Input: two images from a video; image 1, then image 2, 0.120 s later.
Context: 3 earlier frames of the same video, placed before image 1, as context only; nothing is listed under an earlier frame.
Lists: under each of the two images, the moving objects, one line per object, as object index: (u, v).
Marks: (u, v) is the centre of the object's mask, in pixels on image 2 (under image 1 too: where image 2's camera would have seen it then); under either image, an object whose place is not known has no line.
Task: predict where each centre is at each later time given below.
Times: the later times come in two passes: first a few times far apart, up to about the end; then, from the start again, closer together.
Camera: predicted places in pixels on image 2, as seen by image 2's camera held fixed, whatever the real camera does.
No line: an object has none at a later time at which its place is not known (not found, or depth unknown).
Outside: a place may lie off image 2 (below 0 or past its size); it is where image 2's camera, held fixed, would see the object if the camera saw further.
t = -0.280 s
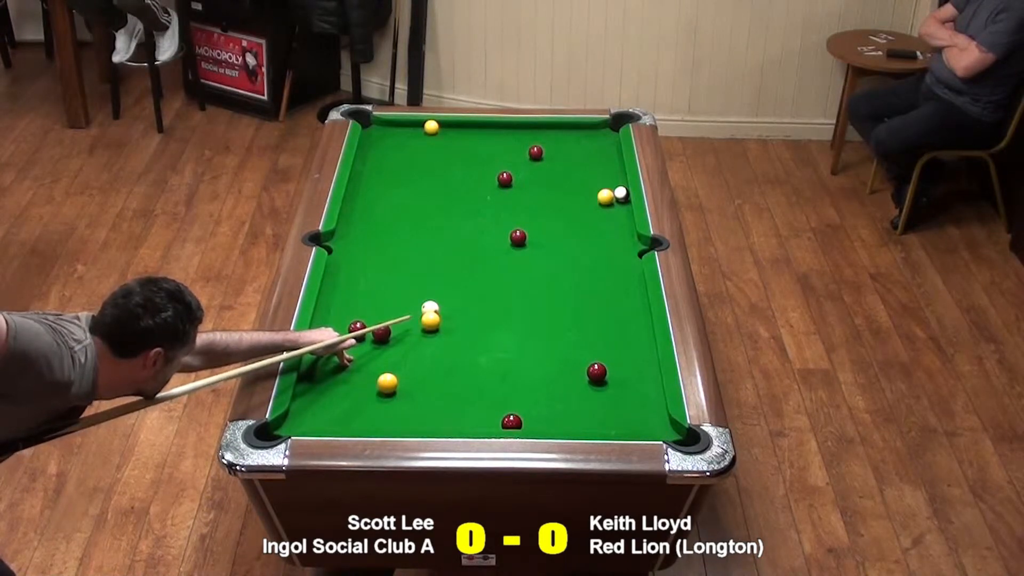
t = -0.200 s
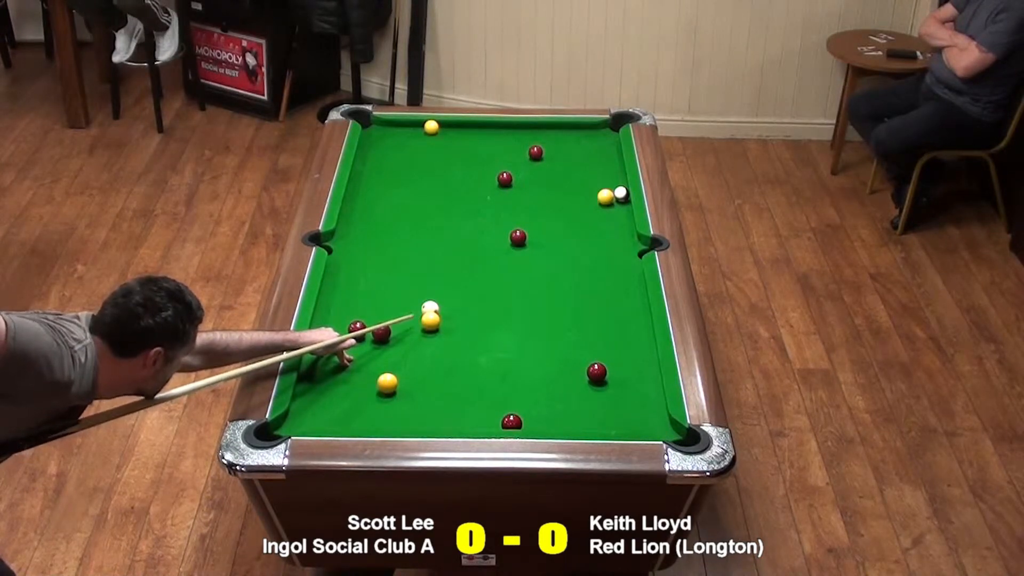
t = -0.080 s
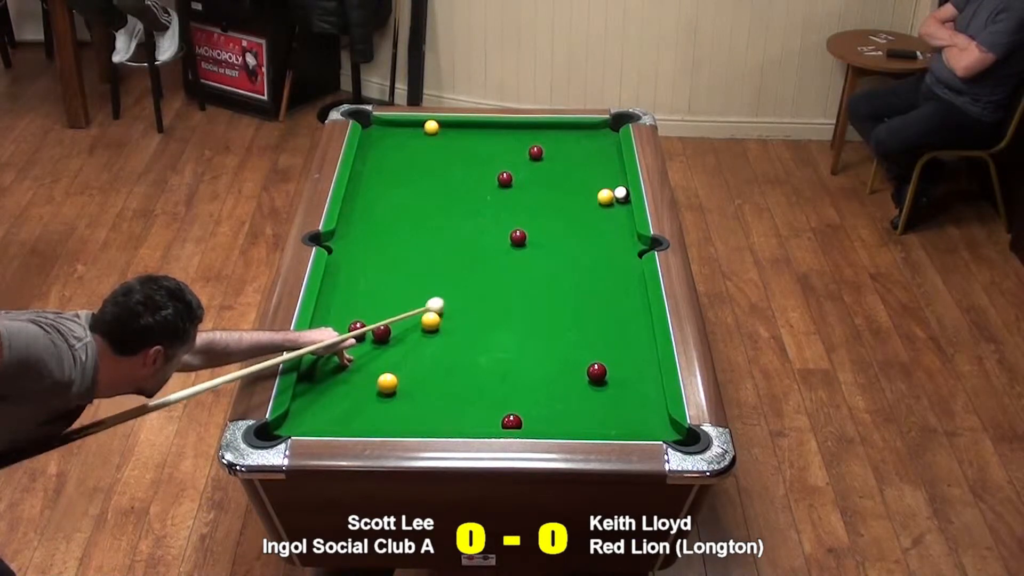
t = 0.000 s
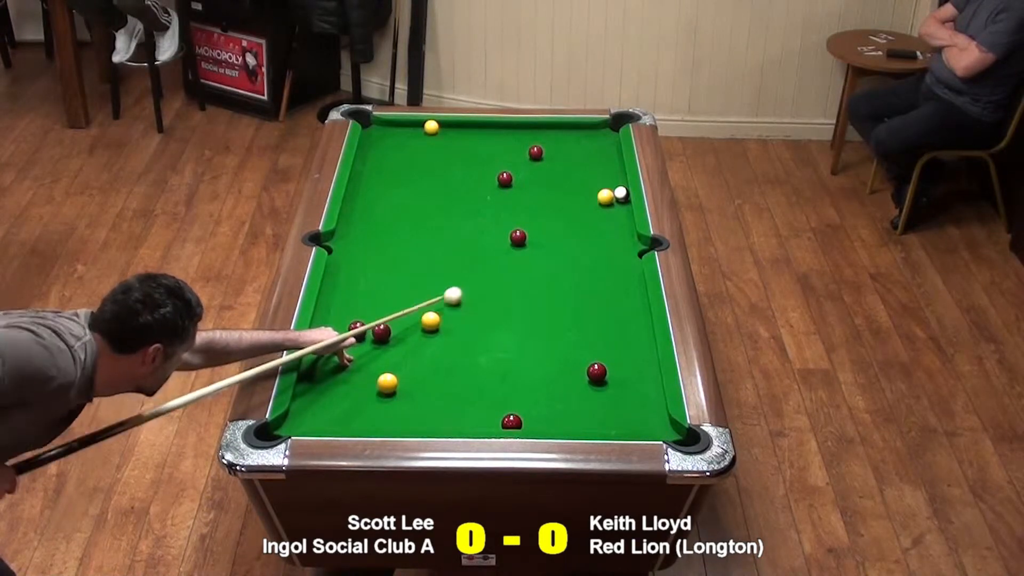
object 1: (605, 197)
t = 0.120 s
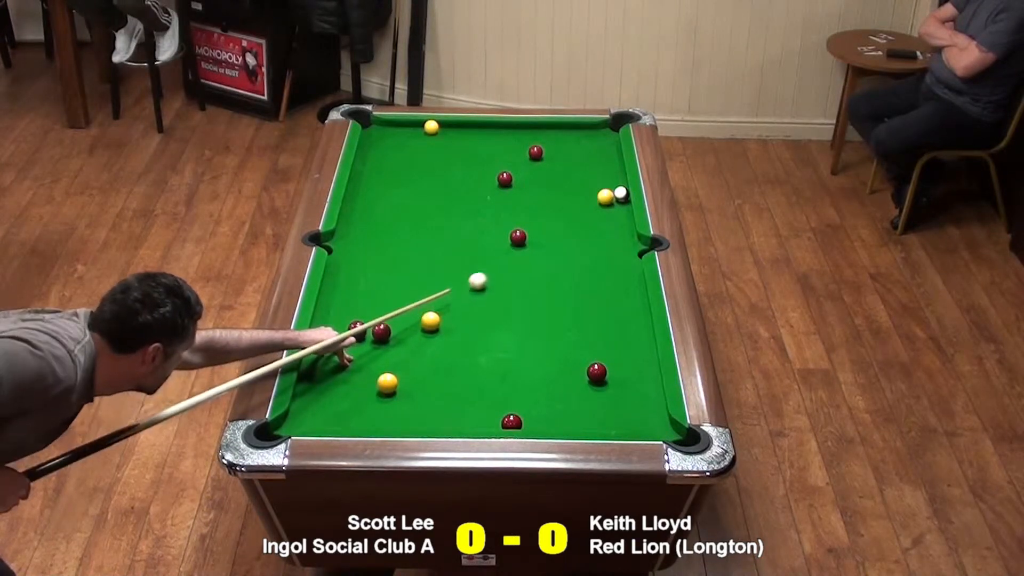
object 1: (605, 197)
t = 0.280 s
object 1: (605, 197)
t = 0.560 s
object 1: (605, 197)
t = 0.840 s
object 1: (606, 195)
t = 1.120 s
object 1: (604, 183)
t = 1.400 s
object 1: (602, 171)
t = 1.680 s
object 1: (601, 160)
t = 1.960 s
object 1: (600, 150)
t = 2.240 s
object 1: (598, 141)
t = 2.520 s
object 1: (597, 134)
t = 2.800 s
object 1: (596, 127)
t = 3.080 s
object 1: (599, 130)
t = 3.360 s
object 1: (601, 133)
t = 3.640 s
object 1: (603, 136)
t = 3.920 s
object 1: (605, 137)
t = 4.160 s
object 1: (607, 136)
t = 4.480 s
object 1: (606, 139)
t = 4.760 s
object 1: (606, 139)
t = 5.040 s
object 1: (606, 139)
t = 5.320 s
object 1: (606, 139)
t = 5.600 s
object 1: (606, 139)
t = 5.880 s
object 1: (606, 139)
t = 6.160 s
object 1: (606, 139)
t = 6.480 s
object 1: (606, 139)
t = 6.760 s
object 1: (606, 139)
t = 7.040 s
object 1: (606, 139)
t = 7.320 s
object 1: (606, 139)
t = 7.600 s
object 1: (606, 139)
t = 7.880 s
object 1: (606, 139)
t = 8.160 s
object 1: (606, 139)
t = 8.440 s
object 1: (606, 139)
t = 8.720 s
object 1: (606, 139)
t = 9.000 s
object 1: (606, 139)
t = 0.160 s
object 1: (605, 197)
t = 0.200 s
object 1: (605, 197)
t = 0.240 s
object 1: (605, 197)
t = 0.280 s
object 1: (605, 197)
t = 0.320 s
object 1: (605, 197)
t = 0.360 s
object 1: (605, 197)
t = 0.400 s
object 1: (605, 197)
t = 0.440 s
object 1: (605, 197)
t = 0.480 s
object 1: (605, 197)
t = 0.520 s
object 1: (605, 197)
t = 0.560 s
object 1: (605, 197)
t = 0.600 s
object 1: (605, 197)
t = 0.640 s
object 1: (605, 197)
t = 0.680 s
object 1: (605, 197)
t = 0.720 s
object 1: (605, 197)
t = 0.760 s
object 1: (605, 197)
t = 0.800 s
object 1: (605, 196)
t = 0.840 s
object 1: (606, 195)
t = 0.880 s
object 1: (605, 193)
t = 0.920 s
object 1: (605, 192)
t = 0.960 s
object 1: (605, 191)
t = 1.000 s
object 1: (605, 189)
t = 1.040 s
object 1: (605, 187)
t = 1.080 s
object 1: (604, 185)
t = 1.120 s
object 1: (604, 183)
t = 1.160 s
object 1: (604, 181)
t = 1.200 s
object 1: (603, 179)
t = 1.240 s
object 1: (603, 178)
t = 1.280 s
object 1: (603, 176)
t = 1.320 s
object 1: (603, 174)
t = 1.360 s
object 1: (602, 172)
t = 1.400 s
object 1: (602, 171)
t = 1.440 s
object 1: (602, 169)
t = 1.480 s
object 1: (602, 167)
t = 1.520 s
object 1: (602, 166)
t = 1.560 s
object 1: (601, 164)
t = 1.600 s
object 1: (601, 163)
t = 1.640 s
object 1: (601, 161)
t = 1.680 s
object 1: (601, 160)
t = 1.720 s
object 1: (601, 158)
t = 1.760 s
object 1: (601, 157)
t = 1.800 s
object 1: (600, 155)
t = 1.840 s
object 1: (600, 154)
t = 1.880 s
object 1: (600, 152)
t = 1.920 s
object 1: (600, 151)
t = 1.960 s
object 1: (600, 150)
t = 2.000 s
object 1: (599, 149)
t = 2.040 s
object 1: (599, 147)
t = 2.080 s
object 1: (599, 146)
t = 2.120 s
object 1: (599, 145)
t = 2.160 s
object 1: (598, 144)
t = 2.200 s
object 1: (598, 142)
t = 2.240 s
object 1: (598, 141)
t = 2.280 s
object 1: (598, 140)
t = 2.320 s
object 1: (598, 139)
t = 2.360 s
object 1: (597, 138)
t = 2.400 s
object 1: (597, 137)
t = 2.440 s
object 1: (597, 136)
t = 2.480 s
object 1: (597, 135)
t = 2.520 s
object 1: (597, 134)
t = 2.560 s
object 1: (597, 133)
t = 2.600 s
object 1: (596, 132)
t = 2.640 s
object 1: (596, 131)
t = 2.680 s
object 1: (596, 130)
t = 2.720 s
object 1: (596, 129)
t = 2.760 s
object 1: (596, 128)
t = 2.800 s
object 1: (596, 127)
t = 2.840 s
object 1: (596, 127)
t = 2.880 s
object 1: (596, 127)
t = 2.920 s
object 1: (597, 128)
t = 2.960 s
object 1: (597, 128)
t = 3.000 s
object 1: (598, 129)
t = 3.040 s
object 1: (598, 129)
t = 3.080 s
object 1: (599, 130)
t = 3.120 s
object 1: (599, 130)
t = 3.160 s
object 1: (599, 131)
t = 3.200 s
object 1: (600, 131)
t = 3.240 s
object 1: (600, 132)
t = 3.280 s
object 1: (600, 132)
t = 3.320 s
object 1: (601, 133)
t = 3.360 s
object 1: (601, 133)
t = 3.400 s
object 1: (602, 133)
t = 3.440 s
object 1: (602, 134)
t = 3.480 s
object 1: (602, 134)
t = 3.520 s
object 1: (603, 135)
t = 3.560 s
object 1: (603, 135)
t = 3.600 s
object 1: (603, 135)
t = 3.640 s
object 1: (603, 136)
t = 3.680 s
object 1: (604, 136)
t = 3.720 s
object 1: (604, 136)
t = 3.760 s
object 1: (604, 136)
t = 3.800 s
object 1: (604, 137)
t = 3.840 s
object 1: (605, 137)
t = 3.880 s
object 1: (605, 137)
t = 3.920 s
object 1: (605, 137)
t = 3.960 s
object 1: (605, 138)
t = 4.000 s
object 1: (606, 138)
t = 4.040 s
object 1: (606, 138)
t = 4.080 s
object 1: (606, 138)
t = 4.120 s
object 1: (606, 138)
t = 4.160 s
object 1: (607, 136)
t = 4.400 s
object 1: (606, 138)
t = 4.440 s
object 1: (606, 139)
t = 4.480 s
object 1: (606, 139)
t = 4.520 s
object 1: (606, 139)
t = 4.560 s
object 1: (606, 139)
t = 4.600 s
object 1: (606, 139)
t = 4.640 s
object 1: (606, 139)
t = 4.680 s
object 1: (606, 139)
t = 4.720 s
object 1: (606, 139)
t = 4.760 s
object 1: (606, 139)
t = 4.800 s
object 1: (606, 139)
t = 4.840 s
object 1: (606, 139)
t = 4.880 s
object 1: (606, 139)
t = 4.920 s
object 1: (606, 139)
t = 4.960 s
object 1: (606, 139)
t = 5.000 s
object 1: (606, 139)
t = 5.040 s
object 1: (606, 139)
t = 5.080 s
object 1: (606, 139)
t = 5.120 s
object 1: (606, 139)
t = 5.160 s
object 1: (606, 139)
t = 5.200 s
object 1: (606, 139)
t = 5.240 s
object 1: (606, 139)
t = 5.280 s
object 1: (606, 139)
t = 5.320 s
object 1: (606, 139)
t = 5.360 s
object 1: (606, 139)
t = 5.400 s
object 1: (606, 139)
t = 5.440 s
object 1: (606, 139)
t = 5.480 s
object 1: (606, 139)
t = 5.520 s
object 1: (606, 139)
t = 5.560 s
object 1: (606, 139)
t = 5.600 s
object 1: (606, 139)
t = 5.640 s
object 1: (606, 139)
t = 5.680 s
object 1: (606, 139)
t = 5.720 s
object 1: (606, 139)
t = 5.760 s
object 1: (606, 139)
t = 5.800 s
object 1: (606, 139)
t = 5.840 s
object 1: (606, 139)
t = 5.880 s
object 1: (606, 139)
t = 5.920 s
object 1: (606, 139)
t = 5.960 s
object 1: (606, 139)
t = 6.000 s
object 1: (606, 139)
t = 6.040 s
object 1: (606, 139)
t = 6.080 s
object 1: (606, 139)
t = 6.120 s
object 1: (606, 139)
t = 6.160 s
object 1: (606, 139)
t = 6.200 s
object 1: (606, 139)
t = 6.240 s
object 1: (606, 139)
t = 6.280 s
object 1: (606, 139)
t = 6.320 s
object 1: (606, 139)
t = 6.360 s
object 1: (606, 139)
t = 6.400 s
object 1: (606, 139)
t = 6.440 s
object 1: (606, 139)
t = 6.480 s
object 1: (606, 139)
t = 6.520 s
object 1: (606, 139)
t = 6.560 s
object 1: (606, 139)
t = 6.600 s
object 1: (606, 139)
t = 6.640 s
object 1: (606, 139)
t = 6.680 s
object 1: (606, 139)
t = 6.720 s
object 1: (606, 139)
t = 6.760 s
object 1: (606, 139)
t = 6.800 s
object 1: (606, 139)
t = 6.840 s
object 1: (606, 139)
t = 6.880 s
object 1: (606, 139)
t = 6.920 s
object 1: (606, 139)
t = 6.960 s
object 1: (606, 139)
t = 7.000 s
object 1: (606, 139)
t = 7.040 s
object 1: (606, 139)
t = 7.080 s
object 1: (606, 139)
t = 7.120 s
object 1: (606, 139)
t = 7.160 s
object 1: (606, 139)
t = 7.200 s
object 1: (606, 139)
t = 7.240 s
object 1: (606, 139)
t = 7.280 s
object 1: (606, 139)
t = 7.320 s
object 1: (606, 139)
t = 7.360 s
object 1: (606, 139)
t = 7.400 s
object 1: (606, 139)
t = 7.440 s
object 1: (606, 139)
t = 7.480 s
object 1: (606, 139)
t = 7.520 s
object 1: (606, 139)
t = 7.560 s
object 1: (606, 139)
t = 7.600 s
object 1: (606, 139)
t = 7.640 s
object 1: (606, 139)
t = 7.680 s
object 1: (606, 139)
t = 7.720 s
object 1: (606, 139)
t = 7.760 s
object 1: (606, 139)
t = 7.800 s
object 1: (606, 139)
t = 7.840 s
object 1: (606, 139)
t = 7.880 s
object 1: (606, 139)
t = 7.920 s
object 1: (606, 139)
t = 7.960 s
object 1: (606, 139)
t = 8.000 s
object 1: (606, 139)
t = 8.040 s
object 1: (606, 139)
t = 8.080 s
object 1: (606, 139)
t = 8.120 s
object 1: (606, 139)
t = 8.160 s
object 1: (606, 139)
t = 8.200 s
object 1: (606, 139)
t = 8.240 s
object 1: (606, 139)
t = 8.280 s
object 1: (606, 139)
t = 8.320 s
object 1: (606, 139)
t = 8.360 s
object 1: (606, 139)
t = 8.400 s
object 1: (606, 139)
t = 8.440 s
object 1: (606, 139)
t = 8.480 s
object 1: (606, 139)
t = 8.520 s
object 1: (606, 139)
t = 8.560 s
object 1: (606, 139)
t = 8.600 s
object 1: (606, 139)
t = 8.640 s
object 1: (606, 139)
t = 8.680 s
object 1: (606, 139)
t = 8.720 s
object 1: (606, 139)
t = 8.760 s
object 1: (606, 139)
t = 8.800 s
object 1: (606, 139)
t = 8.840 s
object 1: (606, 139)
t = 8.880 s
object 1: (606, 139)
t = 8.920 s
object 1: (606, 139)
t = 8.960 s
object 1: (606, 139)
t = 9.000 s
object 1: (606, 139)
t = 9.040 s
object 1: (606, 139)
